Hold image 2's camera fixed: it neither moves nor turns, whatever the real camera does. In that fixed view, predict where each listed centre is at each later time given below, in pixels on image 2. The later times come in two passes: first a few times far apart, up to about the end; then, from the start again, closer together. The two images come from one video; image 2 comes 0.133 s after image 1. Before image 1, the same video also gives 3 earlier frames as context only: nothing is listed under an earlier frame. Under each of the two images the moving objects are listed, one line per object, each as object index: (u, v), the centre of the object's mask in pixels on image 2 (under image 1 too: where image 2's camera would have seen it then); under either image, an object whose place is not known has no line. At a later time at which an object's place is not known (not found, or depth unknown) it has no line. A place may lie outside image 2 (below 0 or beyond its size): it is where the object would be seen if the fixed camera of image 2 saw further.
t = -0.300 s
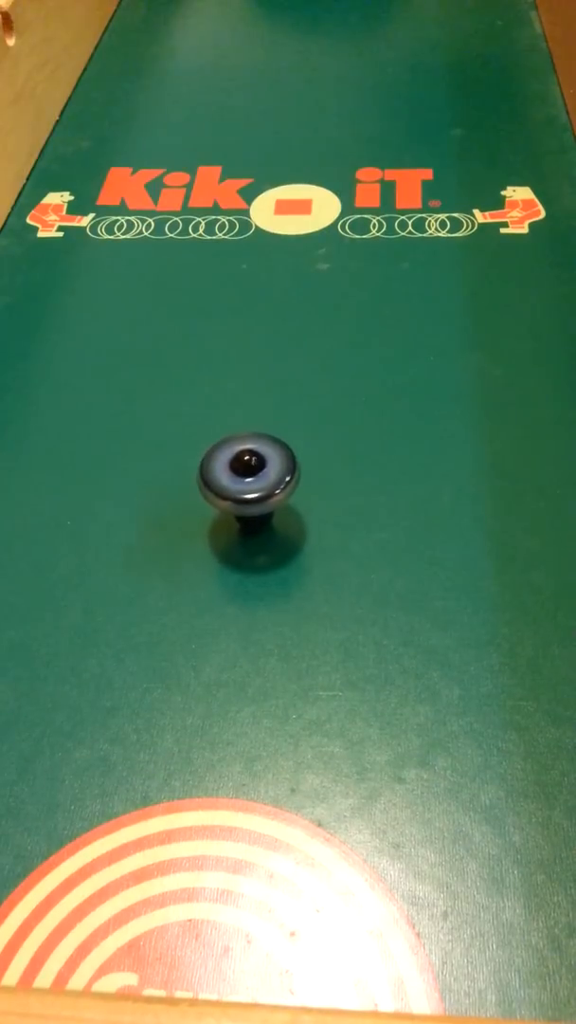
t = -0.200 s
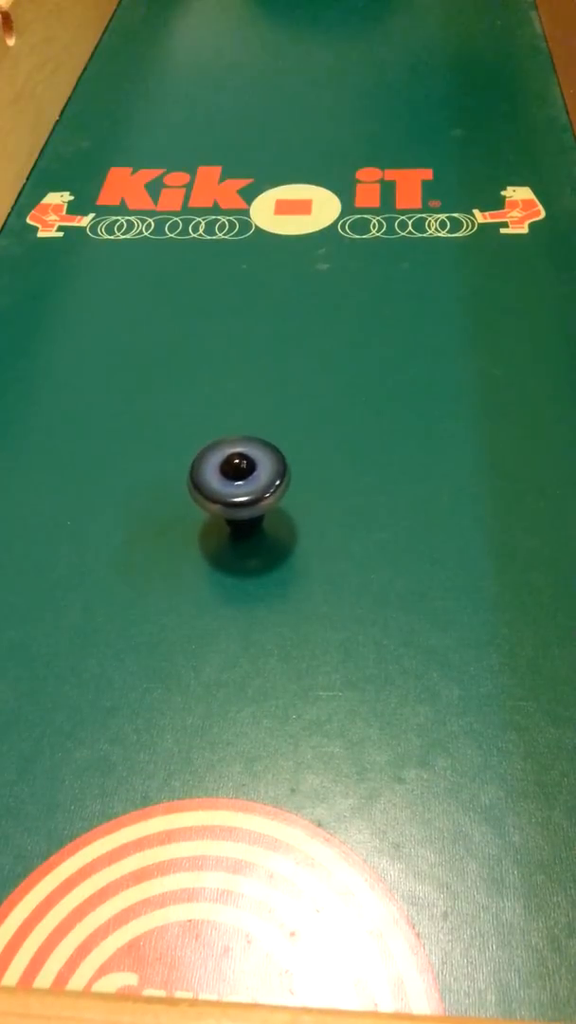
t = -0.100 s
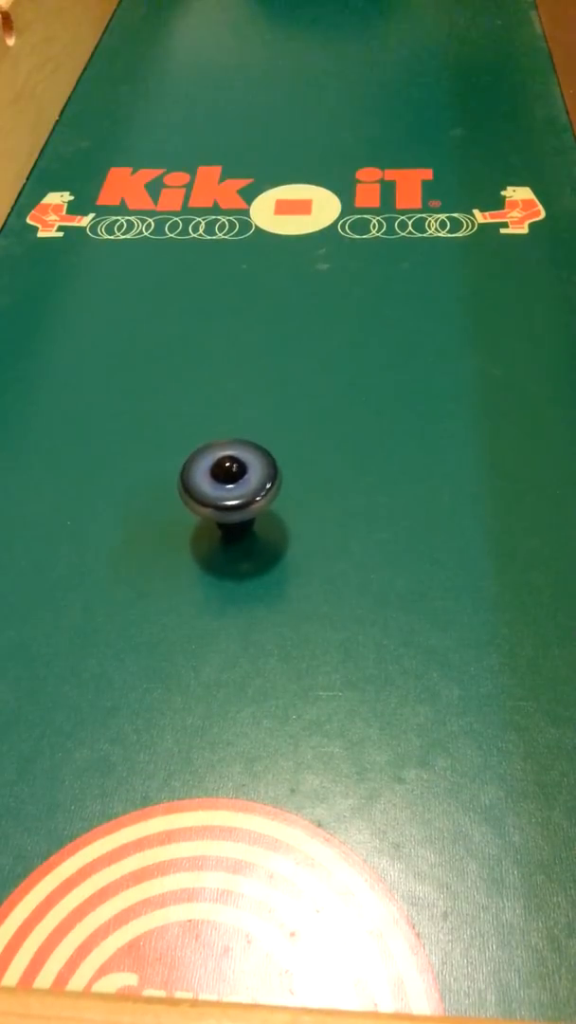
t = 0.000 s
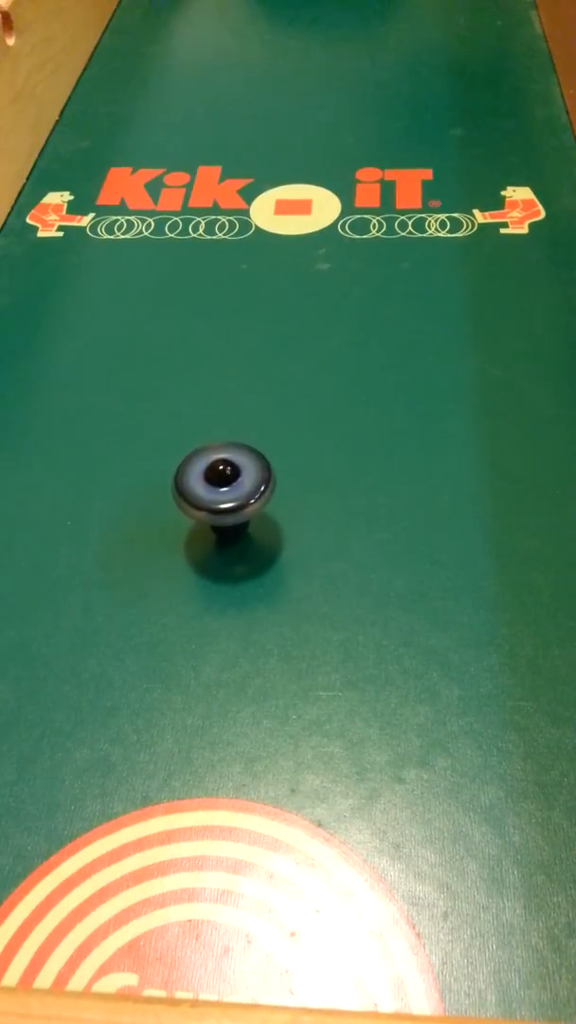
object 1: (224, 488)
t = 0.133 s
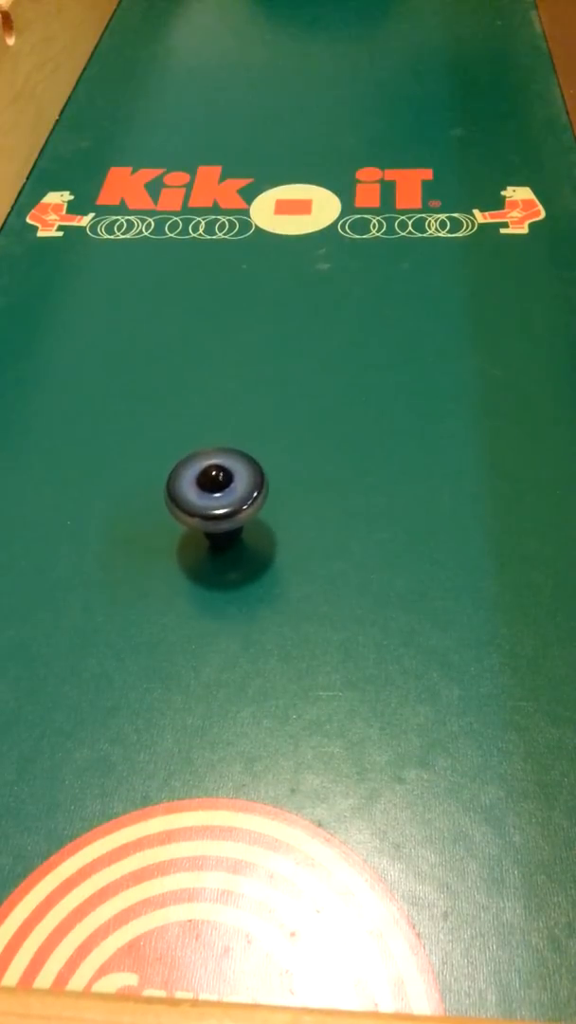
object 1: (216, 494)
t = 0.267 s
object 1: (211, 499)
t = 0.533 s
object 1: (205, 505)
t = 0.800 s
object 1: (201, 499)
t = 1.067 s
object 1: (196, 487)
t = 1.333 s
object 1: (186, 474)
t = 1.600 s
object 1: (172, 468)
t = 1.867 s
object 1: (161, 464)
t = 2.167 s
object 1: (165, 459)
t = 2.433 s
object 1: (181, 448)
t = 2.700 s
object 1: (185, 434)
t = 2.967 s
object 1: (176, 420)
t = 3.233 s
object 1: (165, 418)
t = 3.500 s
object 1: (162, 419)
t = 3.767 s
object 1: (169, 416)
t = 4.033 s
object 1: (181, 405)
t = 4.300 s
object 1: (184, 390)
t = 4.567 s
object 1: (175, 379)
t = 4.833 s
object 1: (164, 373)
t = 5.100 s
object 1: (158, 367)
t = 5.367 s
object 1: (159, 360)
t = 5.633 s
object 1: (158, 355)
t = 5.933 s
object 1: (167, 350)
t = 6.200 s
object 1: (181, 344)
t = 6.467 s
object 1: (197, 333)
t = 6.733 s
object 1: (206, 319)
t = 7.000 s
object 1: (203, 307)
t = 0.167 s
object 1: (215, 495)
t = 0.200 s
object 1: (214, 497)
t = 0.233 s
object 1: (212, 498)
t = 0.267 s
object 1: (211, 499)
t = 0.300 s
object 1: (210, 500)
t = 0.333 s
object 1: (209, 501)
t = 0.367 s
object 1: (209, 502)
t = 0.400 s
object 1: (208, 503)
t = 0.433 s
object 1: (208, 504)
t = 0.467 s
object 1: (207, 505)
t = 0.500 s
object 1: (206, 505)
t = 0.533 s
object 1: (205, 505)
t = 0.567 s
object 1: (205, 505)
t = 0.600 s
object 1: (204, 505)
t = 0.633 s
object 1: (203, 504)
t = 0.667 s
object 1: (202, 504)
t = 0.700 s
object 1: (201, 502)
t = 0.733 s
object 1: (201, 501)
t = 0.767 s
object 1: (201, 501)
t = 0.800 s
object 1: (201, 499)
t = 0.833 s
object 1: (200, 498)
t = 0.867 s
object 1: (199, 496)
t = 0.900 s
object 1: (199, 494)
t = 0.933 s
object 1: (199, 493)
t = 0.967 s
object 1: (199, 492)
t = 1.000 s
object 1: (197, 491)
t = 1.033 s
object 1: (196, 489)
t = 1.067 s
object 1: (196, 487)
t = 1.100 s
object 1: (194, 486)
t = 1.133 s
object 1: (193, 484)
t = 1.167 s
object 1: (193, 483)
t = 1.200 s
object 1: (191, 481)
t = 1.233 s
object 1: (190, 480)
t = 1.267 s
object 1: (188, 478)
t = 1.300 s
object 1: (187, 476)
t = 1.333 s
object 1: (186, 474)
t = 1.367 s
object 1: (185, 473)
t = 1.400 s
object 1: (184, 472)
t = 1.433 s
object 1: (182, 471)
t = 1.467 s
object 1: (180, 471)
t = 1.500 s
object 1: (178, 470)
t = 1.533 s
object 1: (176, 470)
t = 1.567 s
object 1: (174, 469)
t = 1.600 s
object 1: (172, 468)
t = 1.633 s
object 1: (170, 467)
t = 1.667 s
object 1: (168, 467)
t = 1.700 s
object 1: (167, 466)
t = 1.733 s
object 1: (165, 466)
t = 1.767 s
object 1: (164, 466)
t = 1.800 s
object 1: (163, 465)
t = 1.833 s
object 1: (162, 464)
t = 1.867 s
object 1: (161, 464)
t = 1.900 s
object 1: (160, 464)
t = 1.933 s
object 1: (160, 464)
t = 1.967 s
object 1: (160, 463)
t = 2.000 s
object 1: (161, 463)
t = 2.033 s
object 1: (161, 463)
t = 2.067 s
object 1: (162, 462)
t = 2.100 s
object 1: (163, 461)
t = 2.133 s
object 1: (163, 460)
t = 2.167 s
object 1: (165, 459)
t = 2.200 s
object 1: (167, 458)
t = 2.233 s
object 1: (169, 457)
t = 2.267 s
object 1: (171, 455)
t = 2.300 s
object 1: (173, 454)
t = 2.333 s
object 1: (175, 453)
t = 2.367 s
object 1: (177, 451)
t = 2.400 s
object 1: (179, 450)
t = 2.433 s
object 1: (181, 448)
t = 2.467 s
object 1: (183, 446)
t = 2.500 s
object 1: (184, 445)
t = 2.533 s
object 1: (185, 443)
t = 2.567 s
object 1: (186, 441)
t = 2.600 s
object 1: (186, 439)
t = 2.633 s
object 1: (186, 437)
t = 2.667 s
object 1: (185, 435)
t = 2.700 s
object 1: (185, 434)
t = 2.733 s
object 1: (184, 431)
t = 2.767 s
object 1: (184, 430)
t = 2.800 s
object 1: (182, 427)
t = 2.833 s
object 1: (181, 426)
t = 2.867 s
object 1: (179, 424)
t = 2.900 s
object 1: (178, 423)
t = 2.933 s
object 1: (177, 422)
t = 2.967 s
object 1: (176, 420)
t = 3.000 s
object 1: (175, 419)
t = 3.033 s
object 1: (173, 419)
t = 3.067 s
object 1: (171, 418)
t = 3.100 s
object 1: (169, 418)
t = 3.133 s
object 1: (168, 417)
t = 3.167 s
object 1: (167, 417)
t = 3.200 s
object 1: (166, 417)
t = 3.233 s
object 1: (165, 418)
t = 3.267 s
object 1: (164, 418)
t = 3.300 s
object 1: (163, 418)
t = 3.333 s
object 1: (162, 419)
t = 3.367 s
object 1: (162, 419)
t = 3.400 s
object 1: (162, 419)
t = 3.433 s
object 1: (162, 419)
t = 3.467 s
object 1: (162, 419)
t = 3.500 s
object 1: (162, 419)
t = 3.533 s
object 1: (162, 420)
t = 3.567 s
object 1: (162, 420)
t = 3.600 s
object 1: (163, 420)
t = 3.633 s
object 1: (164, 420)
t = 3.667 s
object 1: (164, 419)
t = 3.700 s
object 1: (166, 418)
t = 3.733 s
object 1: (168, 417)
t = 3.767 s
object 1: (169, 416)
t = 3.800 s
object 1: (171, 415)
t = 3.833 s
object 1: (173, 414)
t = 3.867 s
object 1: (174, 413)
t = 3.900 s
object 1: (176, 411)
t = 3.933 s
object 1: (177, 410)
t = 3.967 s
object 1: (179, 408)
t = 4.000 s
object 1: (180, 406)
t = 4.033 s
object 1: (181, 405)
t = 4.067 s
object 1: (182, 403)
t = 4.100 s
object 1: (183, 401)
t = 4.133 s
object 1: (184, 399)
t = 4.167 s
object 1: (184, 397)
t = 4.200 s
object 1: (185, 396)
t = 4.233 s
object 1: (184, 394)
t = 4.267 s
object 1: (184, 392)
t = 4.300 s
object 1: (184, 390)
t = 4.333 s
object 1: (183, 389)
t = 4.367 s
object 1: (182, 387)
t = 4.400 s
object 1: (182, 385)
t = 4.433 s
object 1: (181, 384)
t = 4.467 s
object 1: (180, 382)
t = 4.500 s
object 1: (178, 381)
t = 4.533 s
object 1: (177, 380)
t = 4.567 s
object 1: (175, 379)
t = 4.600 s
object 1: (173, 378)
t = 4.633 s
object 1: (171, 377)
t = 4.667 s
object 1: (170, 376)
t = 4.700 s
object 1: (169, 375)
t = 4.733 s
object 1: (167, 375)
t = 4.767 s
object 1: (166, 374)
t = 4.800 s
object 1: (165, 374)
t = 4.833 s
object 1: (164, 373)
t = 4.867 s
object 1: (163, 372)
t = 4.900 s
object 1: (162, 372)
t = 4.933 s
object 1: (161, 371)
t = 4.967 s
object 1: (160, 370)
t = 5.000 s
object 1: (160, 370)
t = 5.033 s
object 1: (160, 369)
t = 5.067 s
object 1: (159, 368)
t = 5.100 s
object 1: (158, 367)
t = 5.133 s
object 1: (158, 367)
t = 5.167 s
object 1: (158, 366)
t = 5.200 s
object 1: (158, 365)
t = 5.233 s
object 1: (158, 364)
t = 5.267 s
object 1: (158, 363)
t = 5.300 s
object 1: (159, 362)
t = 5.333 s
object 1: (159, 361)
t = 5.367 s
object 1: (159, 360)
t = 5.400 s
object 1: (159, 359)
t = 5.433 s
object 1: (159, 359)
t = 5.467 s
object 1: (159, 359)
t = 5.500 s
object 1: (159, 358)
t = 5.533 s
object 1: (159, 357)
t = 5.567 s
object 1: (158, 357)
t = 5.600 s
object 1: (158, 355)
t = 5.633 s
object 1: (158, 355)
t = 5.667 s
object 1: (159, 354)
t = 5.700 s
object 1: (160, 353)
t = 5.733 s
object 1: (160, 353)
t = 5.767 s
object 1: (161, 352)
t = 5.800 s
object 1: (162, 352)
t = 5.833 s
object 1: (163, 352)
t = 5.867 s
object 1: (164, 351)
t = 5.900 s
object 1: (165, 351)
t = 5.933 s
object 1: (167, 350)
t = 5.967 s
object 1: (168, 349)
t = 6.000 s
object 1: (169, 349)
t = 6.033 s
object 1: (171, 348)
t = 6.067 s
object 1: (173, 348)
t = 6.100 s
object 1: (175, 347)
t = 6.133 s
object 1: (177, 346)
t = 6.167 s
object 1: (179, 345)
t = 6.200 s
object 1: (181, 344)
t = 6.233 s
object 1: (183, 343)
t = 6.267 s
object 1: (186, 342)
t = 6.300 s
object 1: (188, 341)
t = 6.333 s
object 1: (190, 339)
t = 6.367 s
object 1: (191, 338)
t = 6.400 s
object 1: (193, 337)
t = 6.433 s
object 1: (195, 335)
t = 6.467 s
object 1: (197, 333)
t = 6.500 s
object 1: (198, 331)
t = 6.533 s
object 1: (200, 329)
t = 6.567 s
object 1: (202, 327)
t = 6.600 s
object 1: (203, 325)
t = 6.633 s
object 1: (205, 323)
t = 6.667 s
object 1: (205, 322)
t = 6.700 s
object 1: (206, 320)
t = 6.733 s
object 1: (206, 319)
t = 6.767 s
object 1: (206, 317)
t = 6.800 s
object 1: (207, 314)
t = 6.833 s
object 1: (207, 313)
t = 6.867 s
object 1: (207, 312)
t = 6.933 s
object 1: (205, 310)
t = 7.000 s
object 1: (203, 307)
